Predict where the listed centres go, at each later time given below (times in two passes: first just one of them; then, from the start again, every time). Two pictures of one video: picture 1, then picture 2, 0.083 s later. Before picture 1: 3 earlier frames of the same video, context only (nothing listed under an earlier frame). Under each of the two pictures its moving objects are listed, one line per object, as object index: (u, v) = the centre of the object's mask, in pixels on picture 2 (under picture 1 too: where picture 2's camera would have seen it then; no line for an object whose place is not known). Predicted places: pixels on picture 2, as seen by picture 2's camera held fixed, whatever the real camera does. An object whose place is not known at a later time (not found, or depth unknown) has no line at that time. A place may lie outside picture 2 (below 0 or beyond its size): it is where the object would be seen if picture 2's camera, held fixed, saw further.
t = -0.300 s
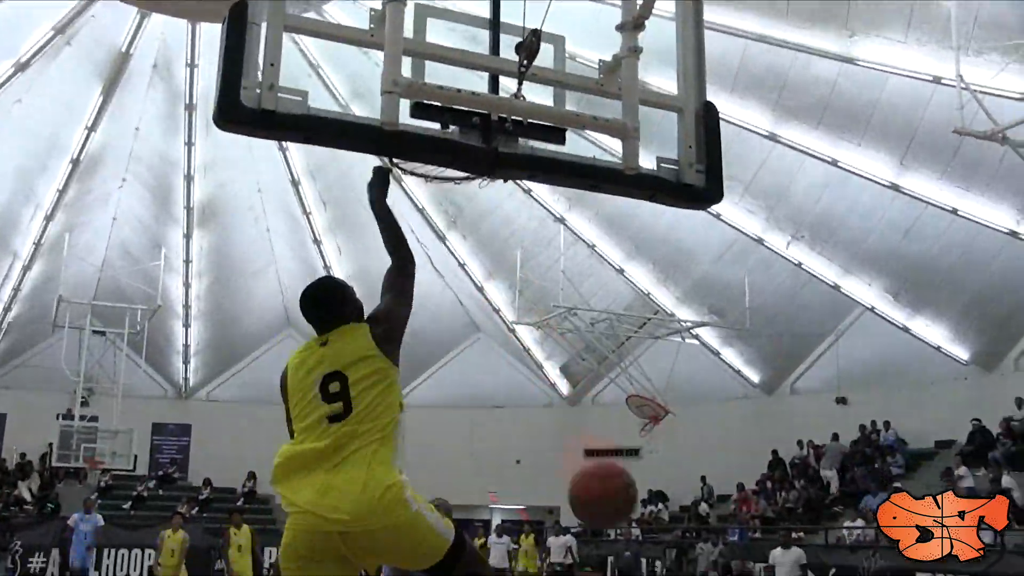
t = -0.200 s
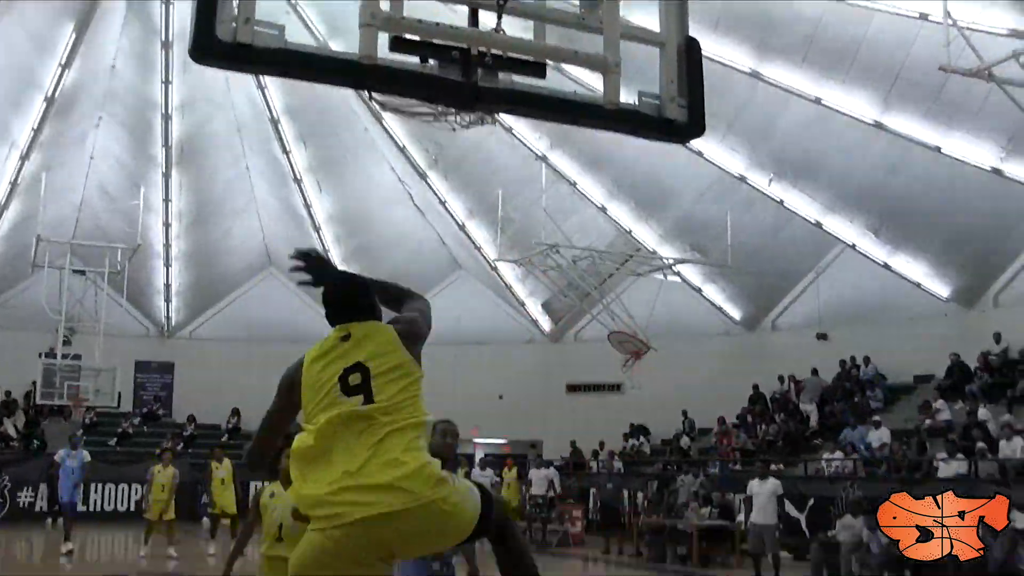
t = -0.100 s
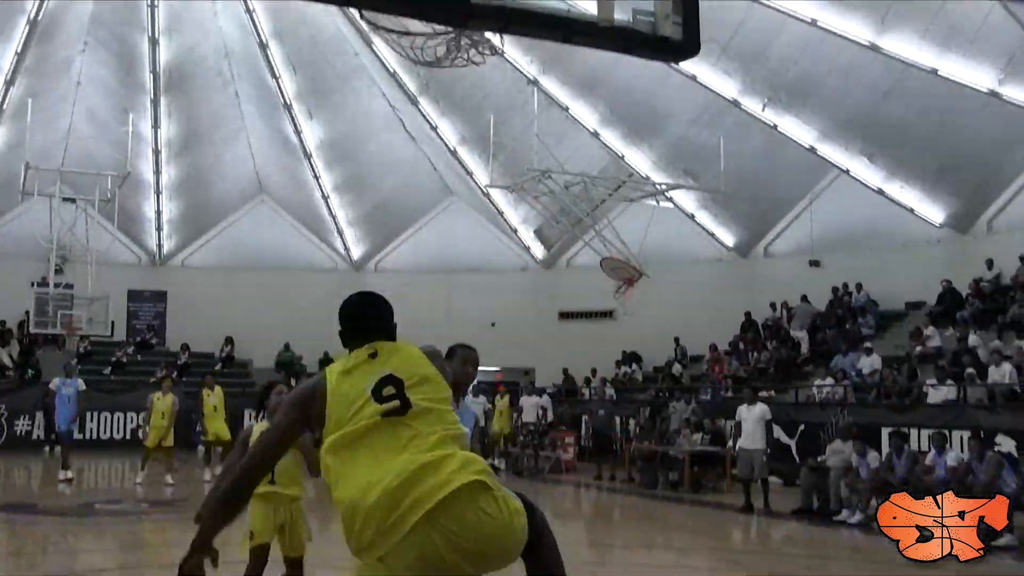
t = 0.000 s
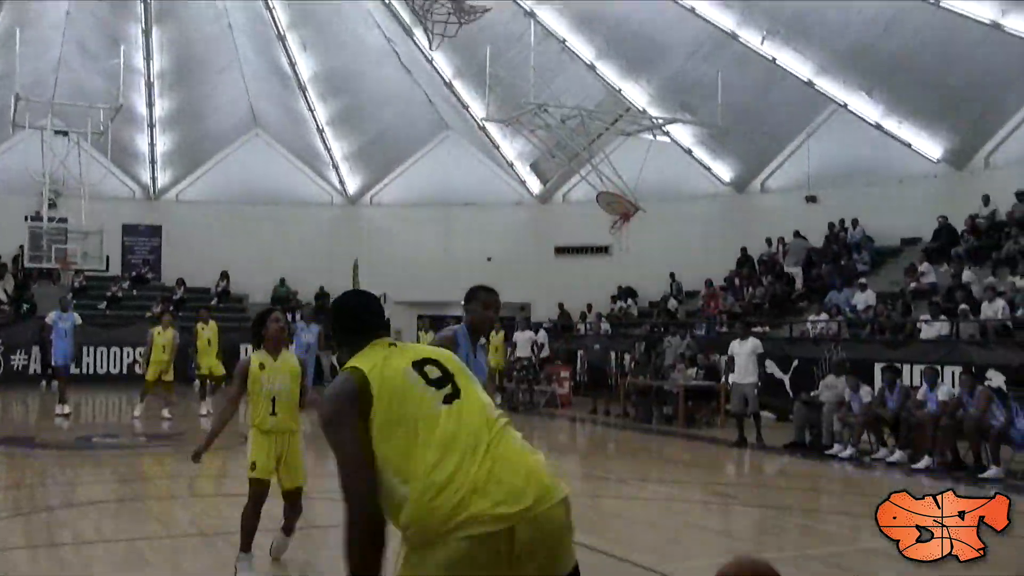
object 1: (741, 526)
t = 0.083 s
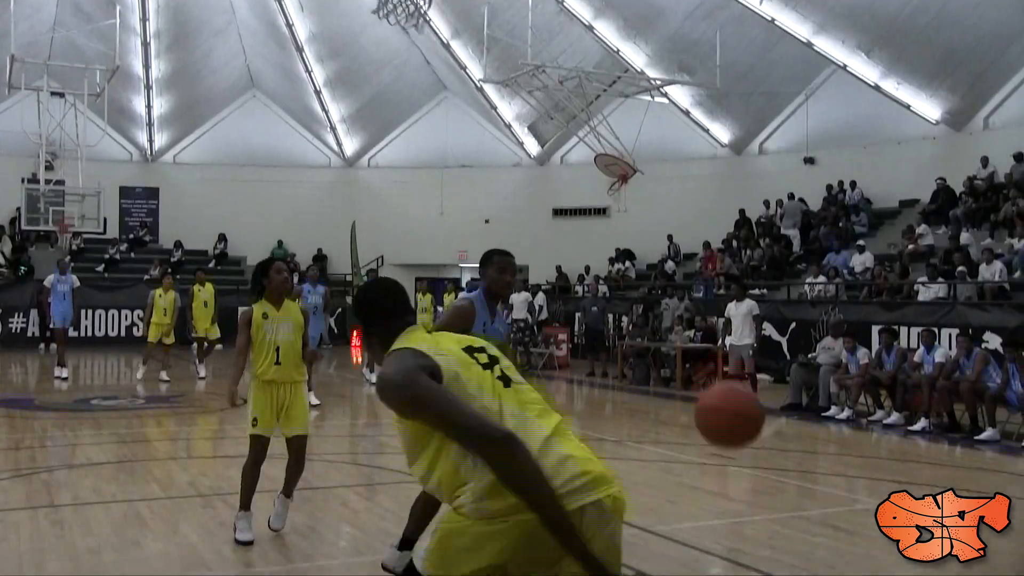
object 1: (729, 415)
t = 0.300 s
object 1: (691, 162)
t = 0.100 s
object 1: (727, 391)
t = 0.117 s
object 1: (725, 367)
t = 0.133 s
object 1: (723, 346)
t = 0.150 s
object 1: (719, 322)
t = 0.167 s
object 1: (717, 302)
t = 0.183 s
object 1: (716, 283)
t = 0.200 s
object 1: (716, 264)
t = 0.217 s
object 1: (709, 244)
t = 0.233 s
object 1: (707, 225)
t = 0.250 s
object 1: (702, 208)
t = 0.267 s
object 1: (700, 192)
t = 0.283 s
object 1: (695, 176)
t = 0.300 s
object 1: (691, 162)
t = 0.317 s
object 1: (687, 149)
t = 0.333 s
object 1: (683, 136)
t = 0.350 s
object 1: (680, 124)
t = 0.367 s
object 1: (676, 113)
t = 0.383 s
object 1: (673, 103)
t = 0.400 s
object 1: (669, 94)
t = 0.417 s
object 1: (663, 85)
